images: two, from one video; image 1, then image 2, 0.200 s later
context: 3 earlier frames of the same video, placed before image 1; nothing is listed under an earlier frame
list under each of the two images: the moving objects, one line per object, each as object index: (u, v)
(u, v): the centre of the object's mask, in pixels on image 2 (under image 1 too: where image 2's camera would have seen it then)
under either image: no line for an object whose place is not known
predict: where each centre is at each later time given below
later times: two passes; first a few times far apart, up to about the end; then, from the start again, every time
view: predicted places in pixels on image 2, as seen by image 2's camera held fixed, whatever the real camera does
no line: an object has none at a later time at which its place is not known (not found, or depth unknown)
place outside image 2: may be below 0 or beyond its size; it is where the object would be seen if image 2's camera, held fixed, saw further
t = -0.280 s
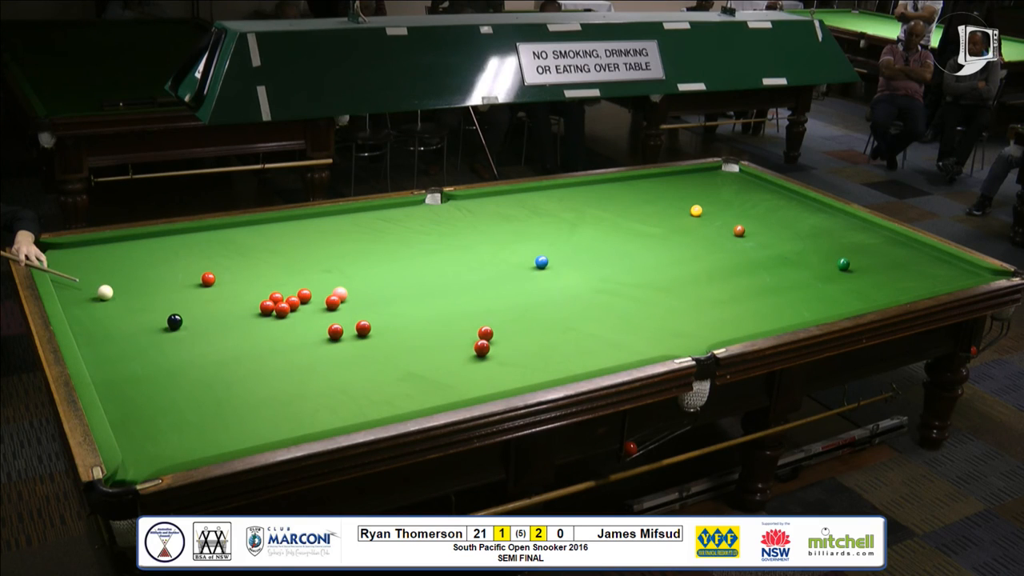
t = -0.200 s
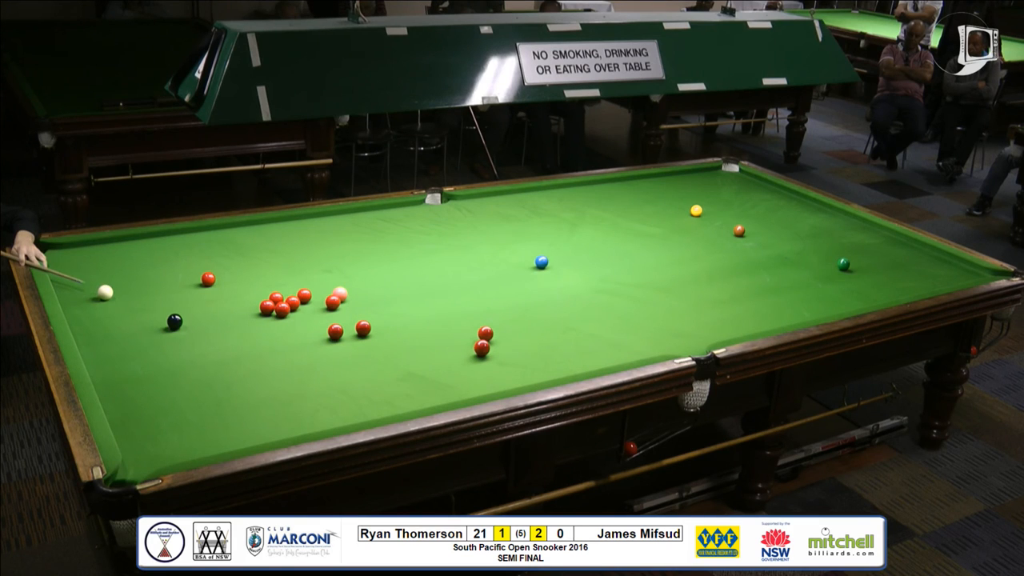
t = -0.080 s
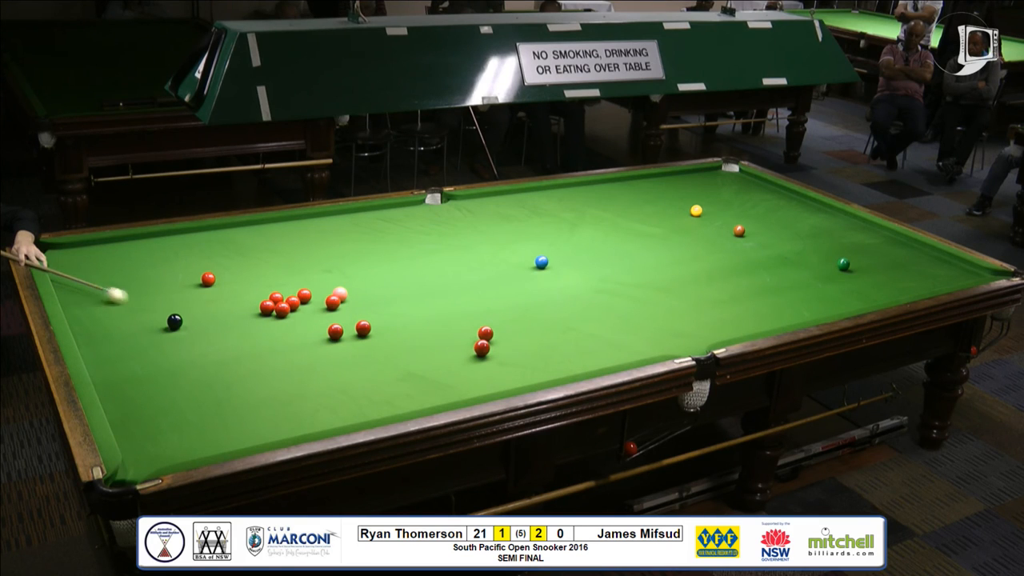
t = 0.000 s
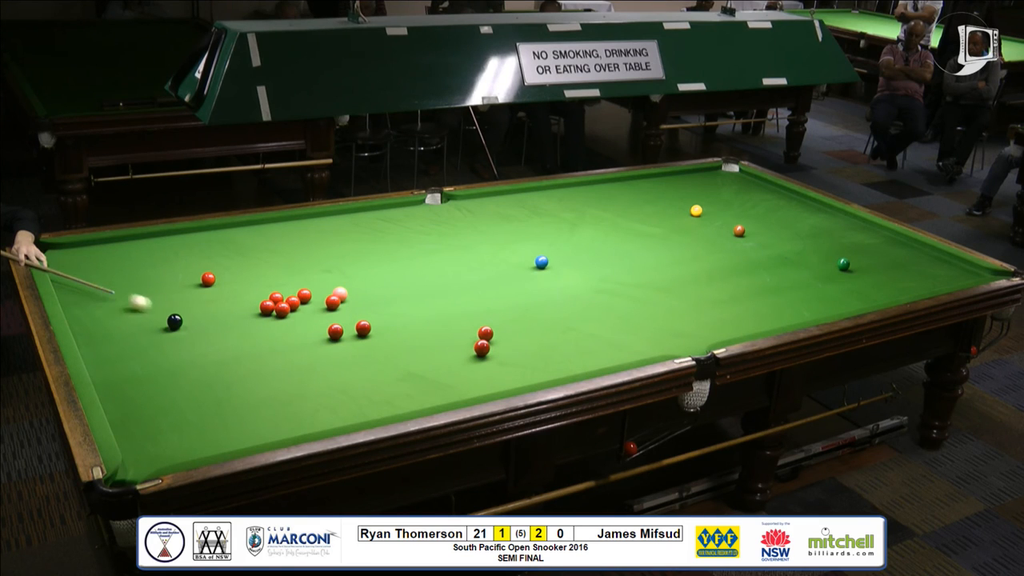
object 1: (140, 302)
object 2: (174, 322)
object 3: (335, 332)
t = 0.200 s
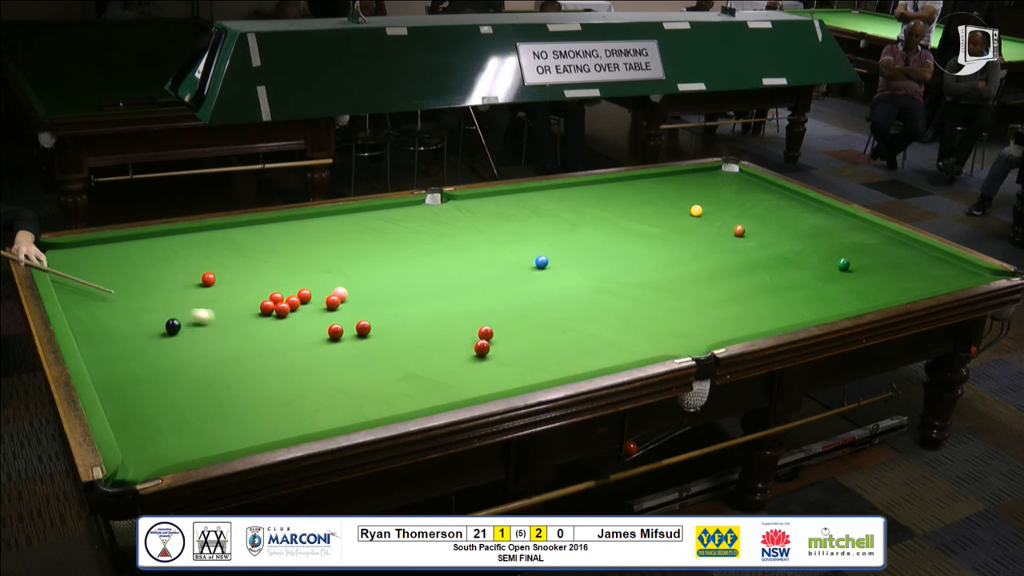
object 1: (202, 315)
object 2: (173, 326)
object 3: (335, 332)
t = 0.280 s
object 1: (228, 318)
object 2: (171, 331)
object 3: (335, 331)
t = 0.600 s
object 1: (324, 326)
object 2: (165, 349)
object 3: (344, 334)
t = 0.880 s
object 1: (354, 319)
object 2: (159, 365)
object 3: (398, 347)
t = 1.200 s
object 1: (388, 314)
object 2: (153, 383)
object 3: (453, 362)
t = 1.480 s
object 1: (414, 310)
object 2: (148, 398)
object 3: (501, 373)
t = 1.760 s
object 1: (437, 306)
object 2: (143, 413)
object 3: (535, 376)
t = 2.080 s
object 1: (461, 302)
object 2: (137, 429)
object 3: (539, 362)
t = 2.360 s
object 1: (479, 299)
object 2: (133, 442)
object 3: (542, 350)
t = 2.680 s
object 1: (497, 296)
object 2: (131, 454)
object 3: (545, 339)
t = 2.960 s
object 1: (510, 293)
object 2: (137, 460)
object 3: (547, 330)
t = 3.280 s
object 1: (523, 291)
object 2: (144, 466)
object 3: (548, 322)
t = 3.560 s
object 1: (533, 290)
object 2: (147, 467)
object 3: (550, 316)
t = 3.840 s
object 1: (540, 288)
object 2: (146, 468)
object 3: (550, 311)
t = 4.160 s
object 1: (546, 287)
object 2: (147, 468)
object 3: (551, 306)
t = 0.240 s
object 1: (215, 317)
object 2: (172, 329)
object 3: (335, 331)
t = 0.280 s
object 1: (228, 318)
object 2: (171, 331)
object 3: (335, 331)
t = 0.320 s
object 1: (241, 319)
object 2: (170, 333)
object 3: (335, 332)
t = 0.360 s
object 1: (254, 321)
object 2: (169, 336)
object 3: (335, 332)
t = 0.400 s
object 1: (268, 322)
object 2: (169, 338)
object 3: (335, 332)
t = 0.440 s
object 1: (281, 324)
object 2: (168, 340)
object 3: (335, 331)
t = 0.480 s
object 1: (295, 325)
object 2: (167, 343)
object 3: (335, 332)
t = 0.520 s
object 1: (307, 326)
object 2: (166, 345)
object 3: (335, 332)
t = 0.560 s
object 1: (319, 326)
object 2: (165, 347)
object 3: (335, 332)
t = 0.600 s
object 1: (324, 326)
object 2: (165, 349)
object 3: (344, 334)
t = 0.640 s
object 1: (328, 325)
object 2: (164, 352)
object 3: (354, 336)
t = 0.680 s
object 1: (332, 324)
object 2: (163, 354)
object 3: (361, 338)
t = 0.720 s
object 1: (337, 323)
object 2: (162, 356)
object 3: (369, 340)
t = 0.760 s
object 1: (341, 323)
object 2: (162, 358)
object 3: (376, 342)
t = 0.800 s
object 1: (346, 321)
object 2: (161, 361)
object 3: (384, 344)
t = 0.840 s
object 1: (350, 321)
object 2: (160, 363)
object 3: (391, 346)
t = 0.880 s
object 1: (354, 319)
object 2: (159, 365)
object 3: (398, 347)
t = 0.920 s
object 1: (358, 317)
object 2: (159, 368)
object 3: (404, 349)
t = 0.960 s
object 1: (363, 316)
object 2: (158, 370)
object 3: (411, 351)
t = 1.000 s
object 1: (368, 316)
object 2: (157, 372)
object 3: (418, 353)
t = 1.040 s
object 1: (372, 316)
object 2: (156, 374)
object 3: (425, 355)
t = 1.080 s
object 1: (376, 316)
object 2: (156, 377)
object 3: (432, 357)
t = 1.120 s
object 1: (380, 316)
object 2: (155, 379)
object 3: (439, 358)
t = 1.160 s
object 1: (384, 315)
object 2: (154, 381)
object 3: (446, 360)
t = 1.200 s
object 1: (388, 314)
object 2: (153, 383)
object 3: (453, 362)
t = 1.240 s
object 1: (392, 314)
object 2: (153, 385)
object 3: (460, 364)
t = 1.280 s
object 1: (396, 313)
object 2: (152, 388)
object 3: (467, 365)
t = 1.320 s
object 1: (399, 312)
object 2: (151, 390)
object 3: (474, 367)
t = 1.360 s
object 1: (403, 312)
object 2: (150, 392)
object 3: (481, 368)
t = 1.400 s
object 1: (407, 311)
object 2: (150, 394)
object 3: (488, 370)
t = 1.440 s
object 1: (410, 311)
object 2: (149, 396)
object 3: (494, 372)
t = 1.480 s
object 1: (414, 310)
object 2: (148, 398)
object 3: (501, 373)
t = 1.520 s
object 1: (417, 309)
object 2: (147, 401)
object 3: (508, 375)
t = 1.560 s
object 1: (421, 309)
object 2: (146, 403)
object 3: (515, 377)
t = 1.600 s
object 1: (424, 308)
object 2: (146, 405)
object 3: (521, 378)
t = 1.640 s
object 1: (427, 307)
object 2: (145, 407)
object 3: (528, 378)
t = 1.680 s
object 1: (431, 307)
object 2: (145, 409)
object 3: (534, 378)
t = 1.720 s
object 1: (434, 306)
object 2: (144, 411)
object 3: (534, 377)
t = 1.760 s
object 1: (437, 306)
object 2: (143, 413)
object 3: (535, 376)
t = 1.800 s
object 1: (440, 305)
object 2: (142, 415)
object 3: (536, 375)
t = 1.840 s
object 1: (443, 305)
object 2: (142, 417)
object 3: (536, 373)
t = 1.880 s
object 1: (446, 304)
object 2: (141, 419)
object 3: (537, 371)
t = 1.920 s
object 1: (449, 304)
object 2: (140, 421)
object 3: (538, 369)
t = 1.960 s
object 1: (452, 303)
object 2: (139, 424)
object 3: (538, 367)
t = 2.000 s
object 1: (455, 303)
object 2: (139, 425)
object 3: (538, 366)
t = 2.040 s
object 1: (458, 303)
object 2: (138, 427)
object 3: (539, 364)
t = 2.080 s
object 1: (461, 302)
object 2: (137, 429)
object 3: (539, 362)
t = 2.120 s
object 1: (464, 301)
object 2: (137, 431)
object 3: (540, 360)
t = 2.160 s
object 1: (466, 301)
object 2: (136, 433)
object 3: (540, 359)
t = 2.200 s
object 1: (469, 300)
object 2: (136, 435)
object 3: (541, 357)
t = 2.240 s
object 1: (472, 300)
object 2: (135, 436)
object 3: (541, 355)
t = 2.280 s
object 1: (474, 299)
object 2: (134, 438)
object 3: (541, 353)
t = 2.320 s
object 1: (477, 299)
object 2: (134, 440)
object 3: (542, 352)
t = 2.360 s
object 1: (479, 299)
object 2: (133, 442)
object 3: (542, 350)
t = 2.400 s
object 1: (481, 298)
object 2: (133, 443)
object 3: (543, 349)
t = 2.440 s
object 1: (484, 298)
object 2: (132, 445)
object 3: (543, 347)
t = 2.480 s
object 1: (486, 298)
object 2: (131, 447)
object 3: (543, 346)
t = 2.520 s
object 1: (489, 297)
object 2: (131, 449)
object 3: (544, 344)
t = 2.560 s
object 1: (491, 297)
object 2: (130, 450)
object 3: (544, 343)
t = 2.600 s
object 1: (493, 296)
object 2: (130, 452)
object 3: (544, 342)
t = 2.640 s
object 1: (495, 296)
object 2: (130, 453)
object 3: (544, 340)
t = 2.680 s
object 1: (497, 296)
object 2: (131, 454)
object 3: (545, 339)
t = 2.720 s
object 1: (499, 295)
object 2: (132, 455)
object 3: (545, 338)
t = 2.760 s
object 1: (501, 295)
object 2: (133, 456)
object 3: (545, 336)
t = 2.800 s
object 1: (503, 295)
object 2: (134, 457)
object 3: (545, 335)
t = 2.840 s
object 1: (505, 294)
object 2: (135, 458)
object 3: (546, 334)
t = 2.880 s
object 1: (507, 294)
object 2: (136, 459)
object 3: (546, 333)
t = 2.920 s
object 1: (509, 294)
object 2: (136, 460)
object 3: (546, 331)
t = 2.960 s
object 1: (510, 293)
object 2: (137, 460)
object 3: (547, 330)
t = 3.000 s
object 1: (512, 293)
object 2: (138, 461)
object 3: (547, 329)
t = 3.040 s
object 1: (514, 293)
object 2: (139, 462)
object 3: (547, 328)
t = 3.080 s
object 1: (516, 292)
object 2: (140, 463)
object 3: (547, 327)
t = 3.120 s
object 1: (517, 292)
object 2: (141, 463)
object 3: (547, 326)
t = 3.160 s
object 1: (519, 292)
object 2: (141, 464)
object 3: (548, 325)
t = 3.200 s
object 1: (520, 292)
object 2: (142, 465)
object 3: (548, 324)
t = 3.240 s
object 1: (522, 291)
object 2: (143, 465)
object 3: (548, 323)
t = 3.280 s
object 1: (523, 291)
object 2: (144, 466)
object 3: (548, 322)
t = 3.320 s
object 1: (525, 291)
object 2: (144, 466)
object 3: (548, 321)
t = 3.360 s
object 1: (526, 291)
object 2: (145, 466)
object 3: (549, 320)
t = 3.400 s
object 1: (528, 291)
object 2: (145, 466)
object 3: (549, 319)
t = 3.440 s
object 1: (529, 290)
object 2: (146, 467)
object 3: (549, 318)
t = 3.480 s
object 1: (530, 290)
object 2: (146, 467)
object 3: (549, 318)
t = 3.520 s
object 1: (532, 290)
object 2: (147, 467)
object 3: (549, 317)
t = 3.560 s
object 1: (533, 290)
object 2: (147, 467)
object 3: (550, 316)
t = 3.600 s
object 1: (534, 290)
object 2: (147, 467)
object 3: (550, 315)
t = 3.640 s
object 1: (535, 289)
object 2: (147, 468)
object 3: (550, 315)
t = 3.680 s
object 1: (536, 289)
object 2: (147, 468)
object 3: (550, 314)
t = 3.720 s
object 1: (537, 289)
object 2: (147, 468)
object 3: (550, 313)
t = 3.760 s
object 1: (538, 289)
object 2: (147, 468)
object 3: (550, 312)
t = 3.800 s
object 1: (539, 289)
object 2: (146, 468)
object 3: (550, 312)
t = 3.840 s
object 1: (540, 288)
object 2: (146, 468)
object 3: (550, 311)
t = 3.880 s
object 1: (541, 288)
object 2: (146, 468)
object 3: (550, 310)
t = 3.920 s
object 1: (541, 288)
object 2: (146, 468)
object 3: (551, 310)
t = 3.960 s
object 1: (542, 288)
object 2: (146, 468)
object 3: (551, 309)
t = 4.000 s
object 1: (543, 288)
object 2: (146, 468)
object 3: (551, 308)
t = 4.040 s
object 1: (544, 288)
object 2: (146, 468)
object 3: (551, 308)
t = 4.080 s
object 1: (545, 287)
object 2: (147, 468)
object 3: (551, 307)
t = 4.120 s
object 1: (545, 287)
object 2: (147, 468)
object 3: (551, 307)
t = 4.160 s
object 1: (546, 287)
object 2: (147, 468)
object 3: (551, 306)
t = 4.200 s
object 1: (547, 287)
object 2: (147, 468)
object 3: (551, 305)
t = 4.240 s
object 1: (547, 287)
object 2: (147, 468)
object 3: (551, 305)
